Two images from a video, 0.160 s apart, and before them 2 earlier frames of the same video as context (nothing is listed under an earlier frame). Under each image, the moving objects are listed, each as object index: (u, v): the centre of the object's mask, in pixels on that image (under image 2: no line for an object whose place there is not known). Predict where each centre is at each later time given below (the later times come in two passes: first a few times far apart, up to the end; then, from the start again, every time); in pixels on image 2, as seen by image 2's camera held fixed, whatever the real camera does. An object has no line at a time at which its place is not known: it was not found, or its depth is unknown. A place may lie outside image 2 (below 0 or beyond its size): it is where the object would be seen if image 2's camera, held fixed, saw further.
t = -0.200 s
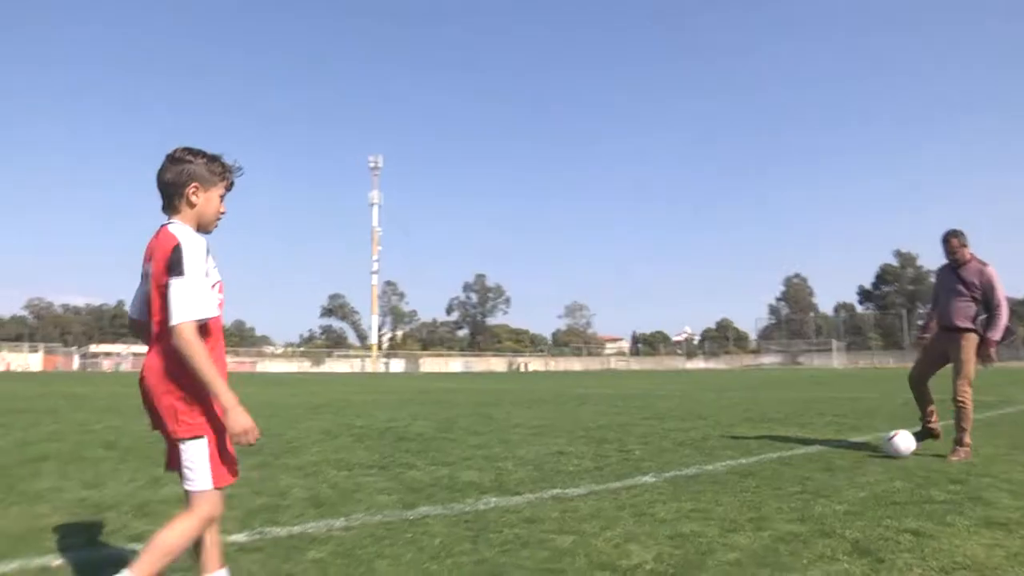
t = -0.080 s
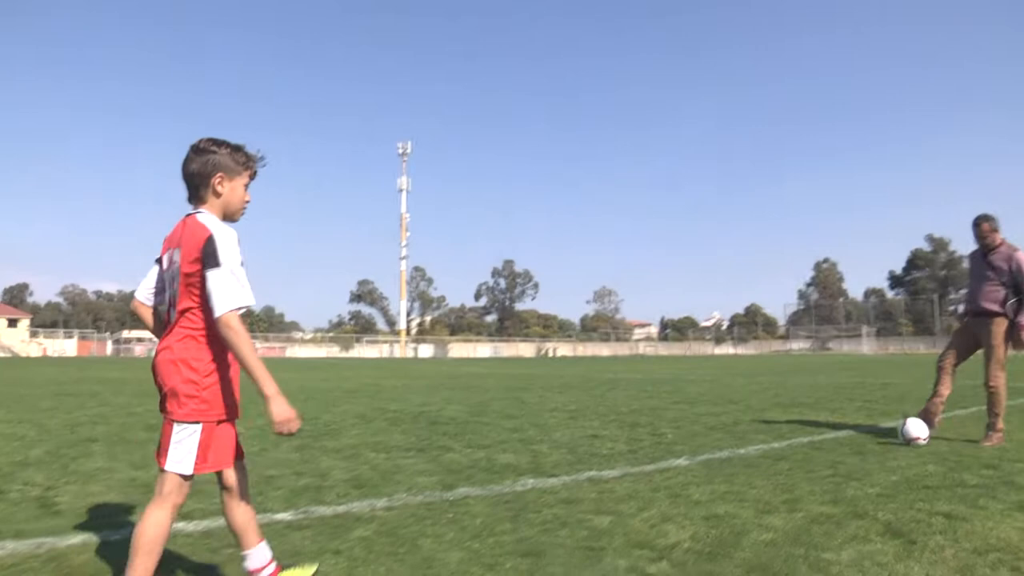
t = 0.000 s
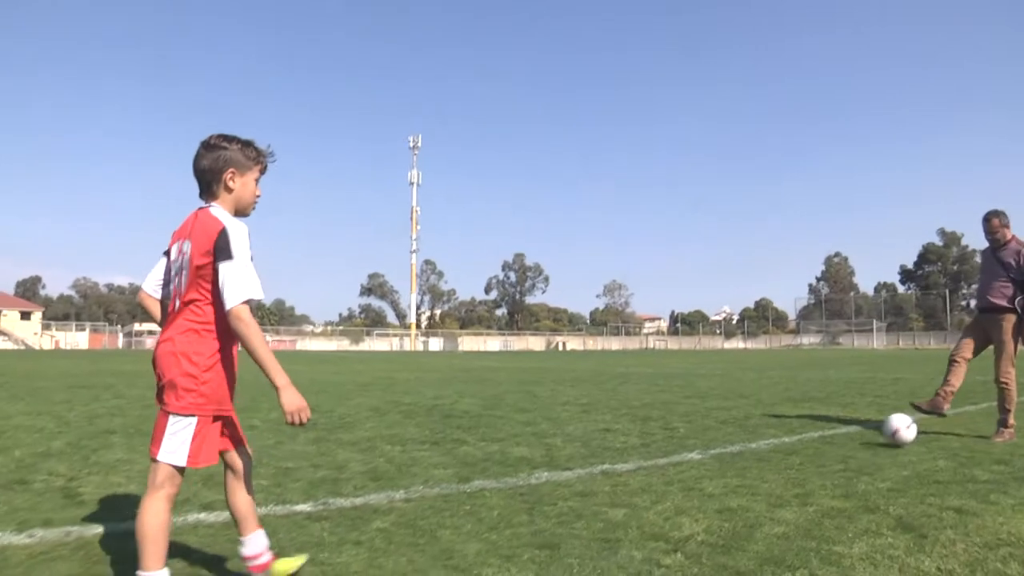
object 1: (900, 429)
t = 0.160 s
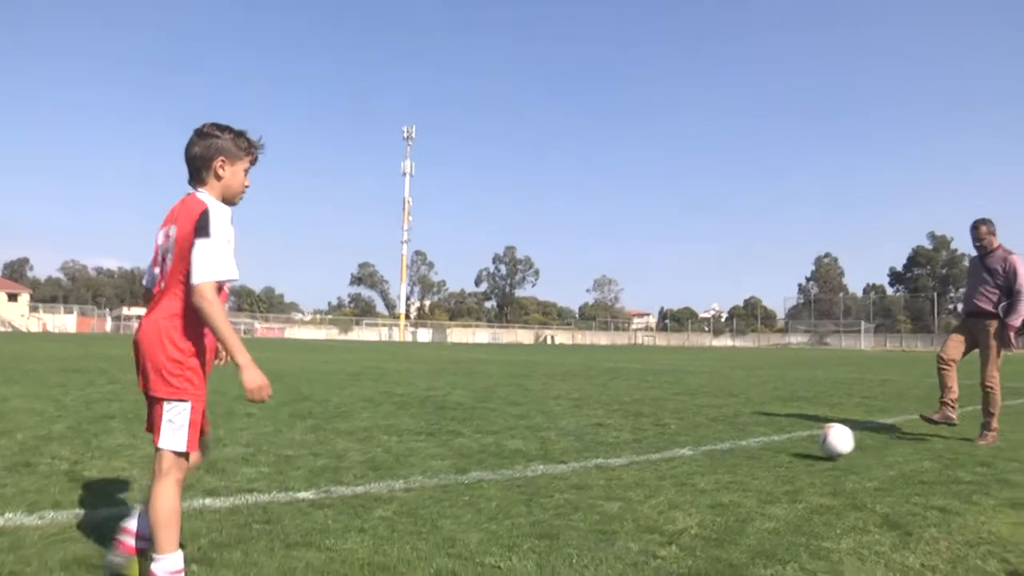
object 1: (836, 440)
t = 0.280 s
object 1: (796, 453)
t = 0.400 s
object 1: (749, 458)
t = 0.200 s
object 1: (824, 442)
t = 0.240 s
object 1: (810, 447)
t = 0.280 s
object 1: (796, 453)
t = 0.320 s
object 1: (782, 452)
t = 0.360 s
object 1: (766, 454)
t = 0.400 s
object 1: (749, 458)
